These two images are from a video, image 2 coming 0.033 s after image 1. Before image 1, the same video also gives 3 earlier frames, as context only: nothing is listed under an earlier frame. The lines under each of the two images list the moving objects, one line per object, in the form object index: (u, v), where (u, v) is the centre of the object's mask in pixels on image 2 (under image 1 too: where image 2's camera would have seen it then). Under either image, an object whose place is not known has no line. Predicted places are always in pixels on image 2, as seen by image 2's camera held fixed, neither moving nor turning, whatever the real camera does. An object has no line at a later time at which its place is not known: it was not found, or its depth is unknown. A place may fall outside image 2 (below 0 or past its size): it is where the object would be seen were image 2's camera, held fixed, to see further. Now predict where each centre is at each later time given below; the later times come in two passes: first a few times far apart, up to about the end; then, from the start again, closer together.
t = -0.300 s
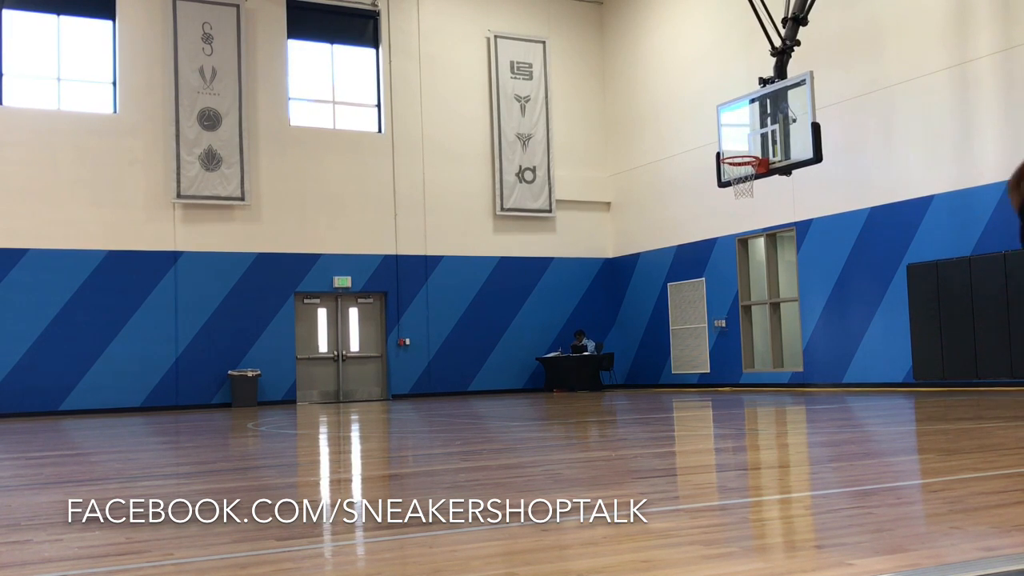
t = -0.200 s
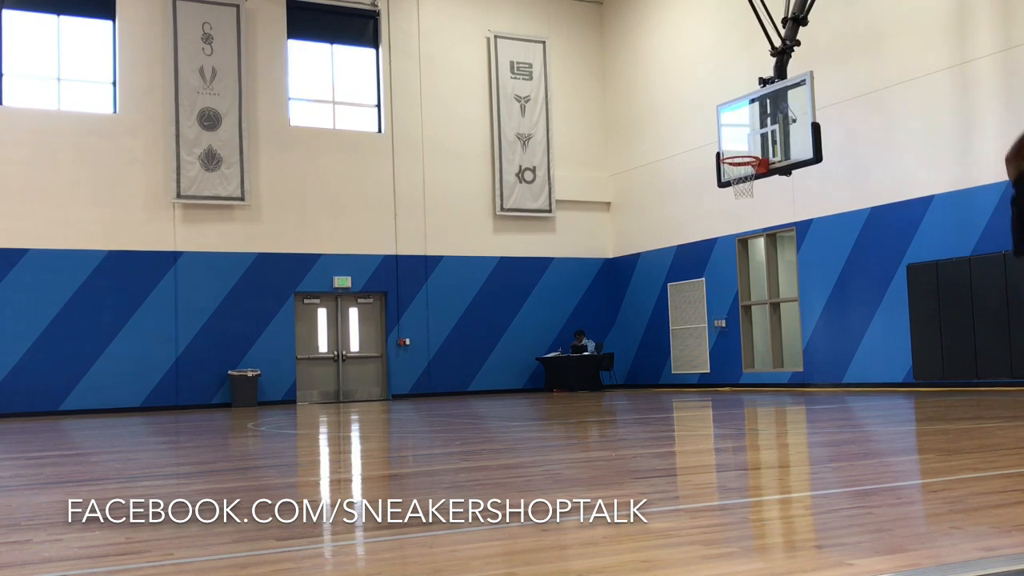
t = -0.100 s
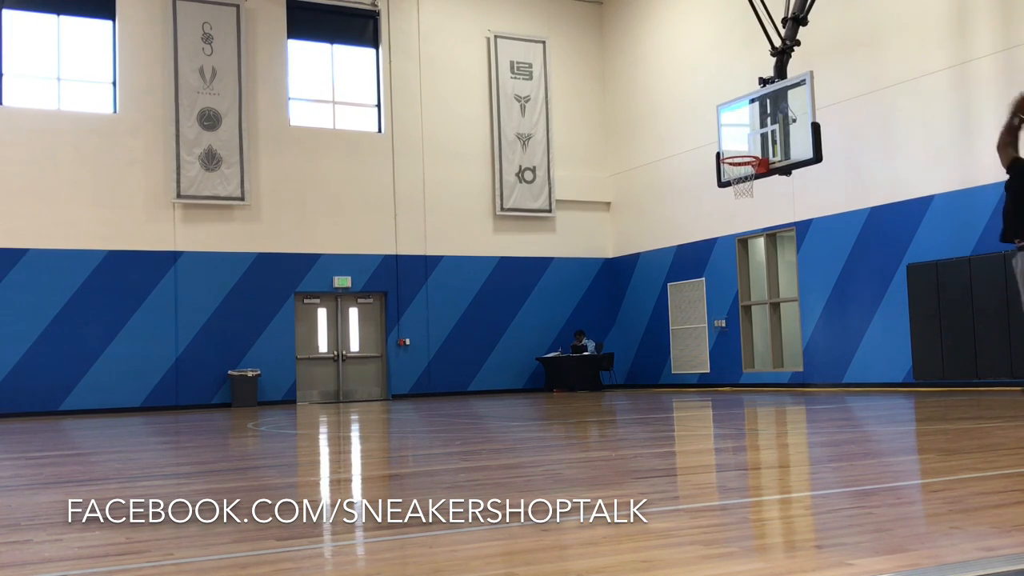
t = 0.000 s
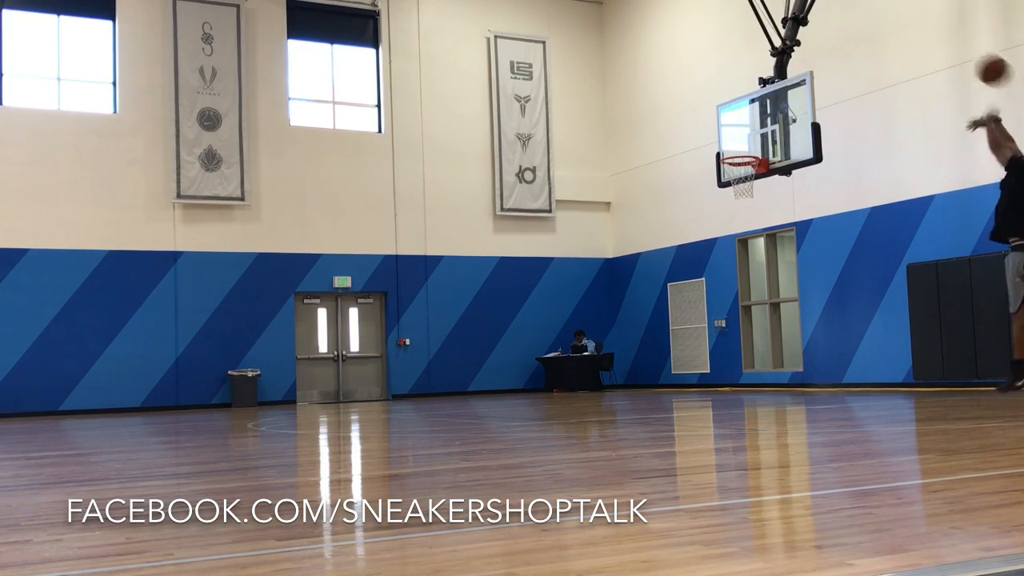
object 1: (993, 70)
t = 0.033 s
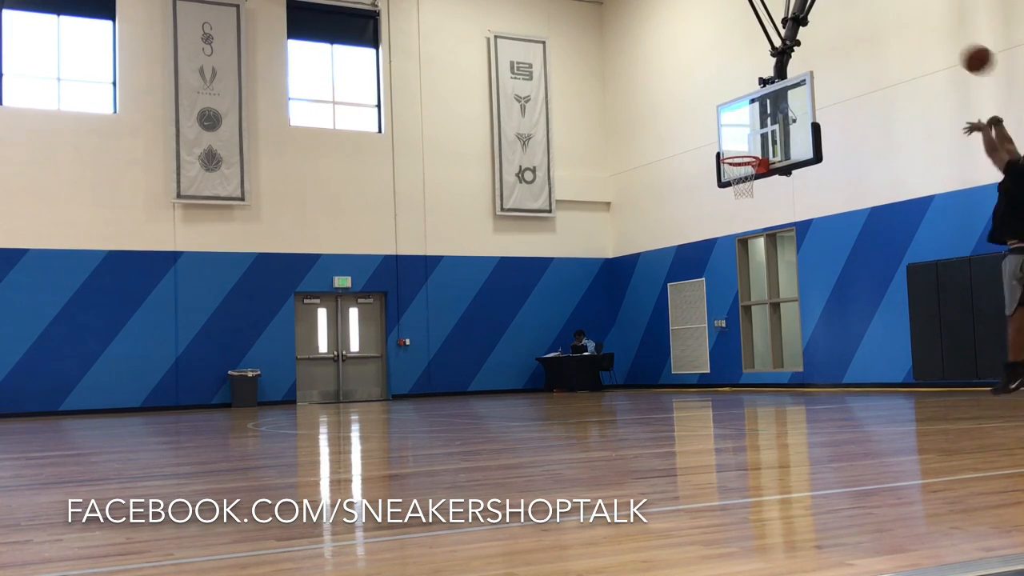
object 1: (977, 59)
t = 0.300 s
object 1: (877, 20)
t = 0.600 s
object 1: (799, 58)
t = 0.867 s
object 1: (748, 140)
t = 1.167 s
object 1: (733, 246)
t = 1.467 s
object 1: (731, 385)
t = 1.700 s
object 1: (730, 291)
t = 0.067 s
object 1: (962, 49)
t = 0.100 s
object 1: (948, 41)
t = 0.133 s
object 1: (935, 35)
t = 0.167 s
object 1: (922, 29)
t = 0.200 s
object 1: (910, 25)
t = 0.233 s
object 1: (898, 22)
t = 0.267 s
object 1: (887, 21)
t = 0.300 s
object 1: (877, 20)
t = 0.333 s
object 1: (867, 20)
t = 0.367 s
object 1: (857, 22)
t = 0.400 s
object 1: (848, 24)
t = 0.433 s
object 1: (838, 28)
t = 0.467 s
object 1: (830, 32)
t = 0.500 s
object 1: (821, 38)
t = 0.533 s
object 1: (813, 43)
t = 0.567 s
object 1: (806, 50)
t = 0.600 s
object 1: (799, 58)
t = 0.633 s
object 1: (790, 66)
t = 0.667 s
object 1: (784, 74)
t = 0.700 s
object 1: (777, 85)
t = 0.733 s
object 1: (770, 94)
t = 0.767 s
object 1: (764, 106)
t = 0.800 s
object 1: (758, 116)
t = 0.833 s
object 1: (753, 128)
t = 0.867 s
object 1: (748, 140)
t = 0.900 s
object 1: (741, 154)
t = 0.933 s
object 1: (737, 166)
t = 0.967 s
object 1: (735, 177)
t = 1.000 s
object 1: (736, 187)
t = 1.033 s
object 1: (735, 196)
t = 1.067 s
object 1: (734, 206)
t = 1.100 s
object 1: (734, 217)
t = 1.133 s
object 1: (734, 230)
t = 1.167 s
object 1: (733, 246)
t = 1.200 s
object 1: (732, 260)
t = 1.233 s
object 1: (733, 276)
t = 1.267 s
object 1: (733, 292)
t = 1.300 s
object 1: (732, 309)
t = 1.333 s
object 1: (732, 329)
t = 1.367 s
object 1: (732, 348)
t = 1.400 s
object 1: (732, 370)
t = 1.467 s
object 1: (731, 385)
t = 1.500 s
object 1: (731, 369)
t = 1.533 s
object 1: (731, 354)
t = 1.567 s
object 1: (730, 340)
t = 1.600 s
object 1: (730, 327)
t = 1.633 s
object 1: (730, 314)
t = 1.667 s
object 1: (731, 302)
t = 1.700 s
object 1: (730, 291)
